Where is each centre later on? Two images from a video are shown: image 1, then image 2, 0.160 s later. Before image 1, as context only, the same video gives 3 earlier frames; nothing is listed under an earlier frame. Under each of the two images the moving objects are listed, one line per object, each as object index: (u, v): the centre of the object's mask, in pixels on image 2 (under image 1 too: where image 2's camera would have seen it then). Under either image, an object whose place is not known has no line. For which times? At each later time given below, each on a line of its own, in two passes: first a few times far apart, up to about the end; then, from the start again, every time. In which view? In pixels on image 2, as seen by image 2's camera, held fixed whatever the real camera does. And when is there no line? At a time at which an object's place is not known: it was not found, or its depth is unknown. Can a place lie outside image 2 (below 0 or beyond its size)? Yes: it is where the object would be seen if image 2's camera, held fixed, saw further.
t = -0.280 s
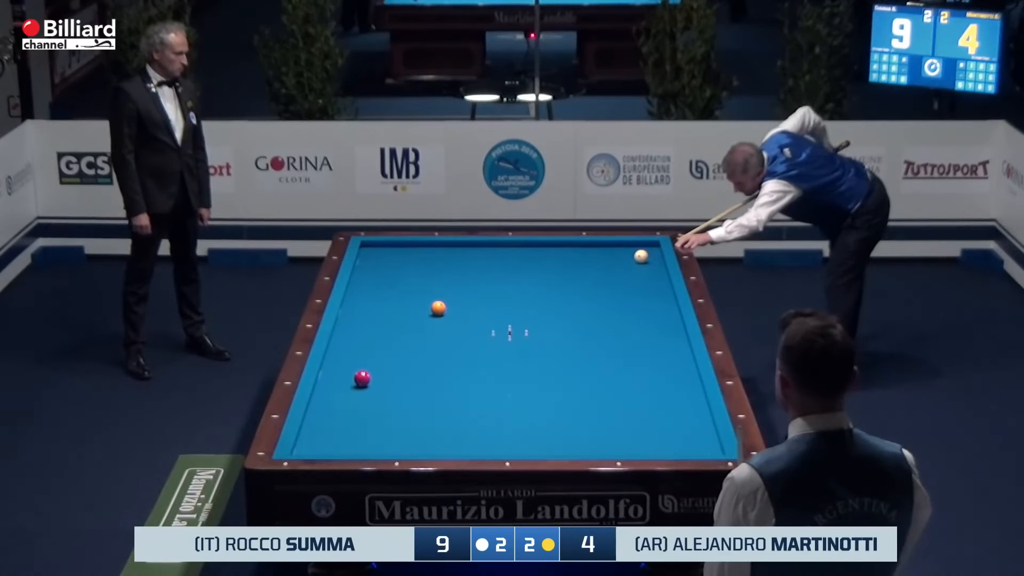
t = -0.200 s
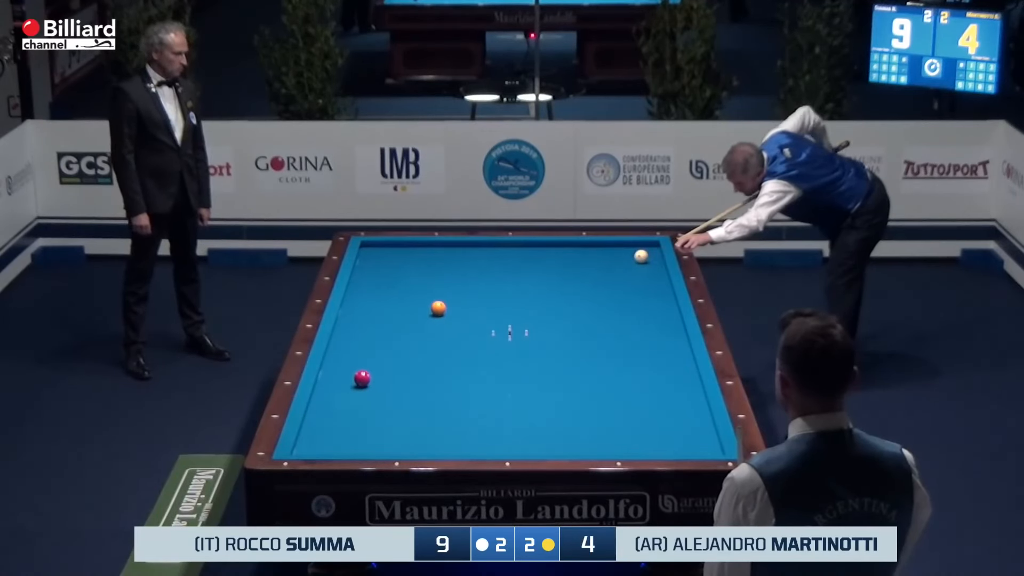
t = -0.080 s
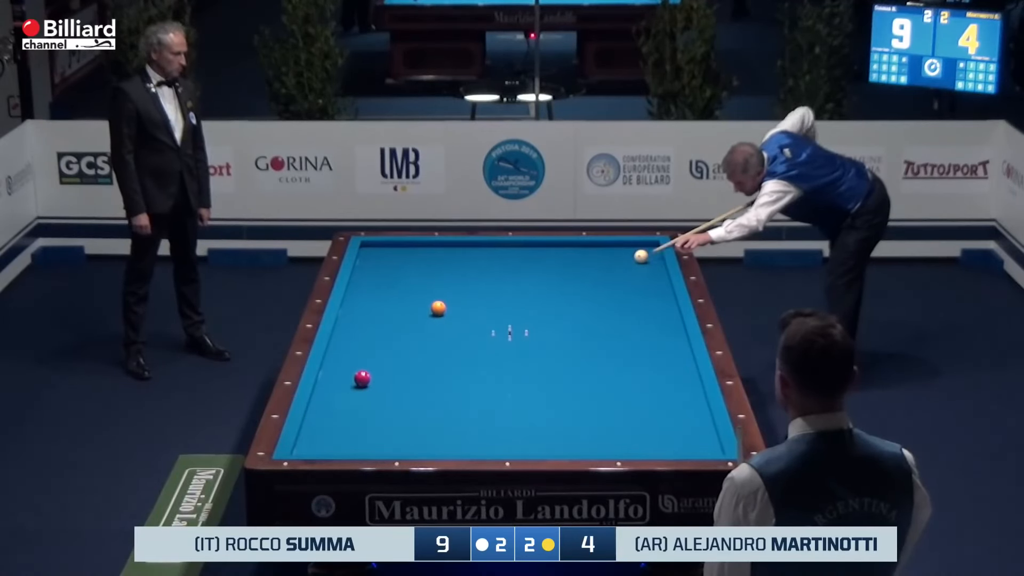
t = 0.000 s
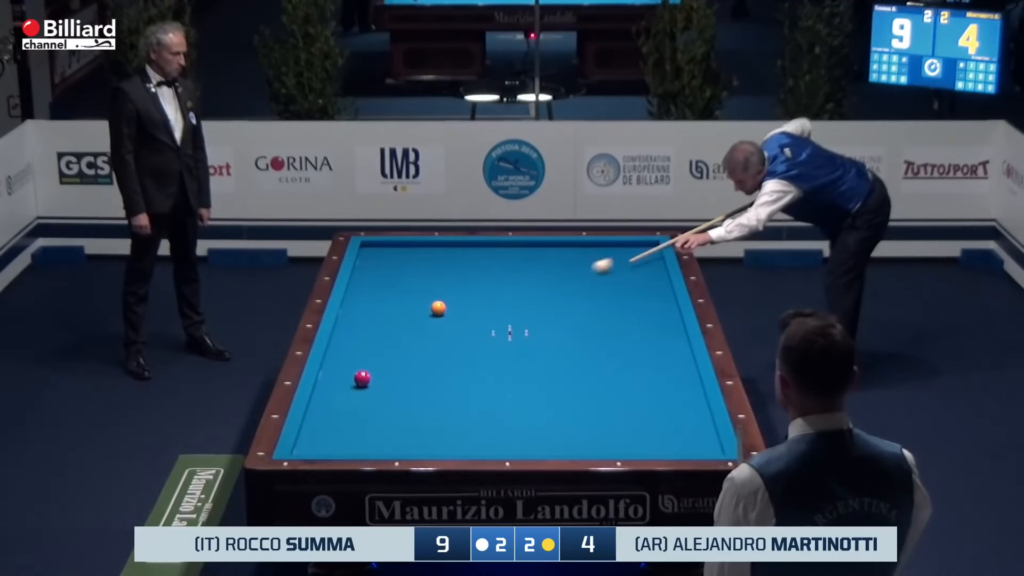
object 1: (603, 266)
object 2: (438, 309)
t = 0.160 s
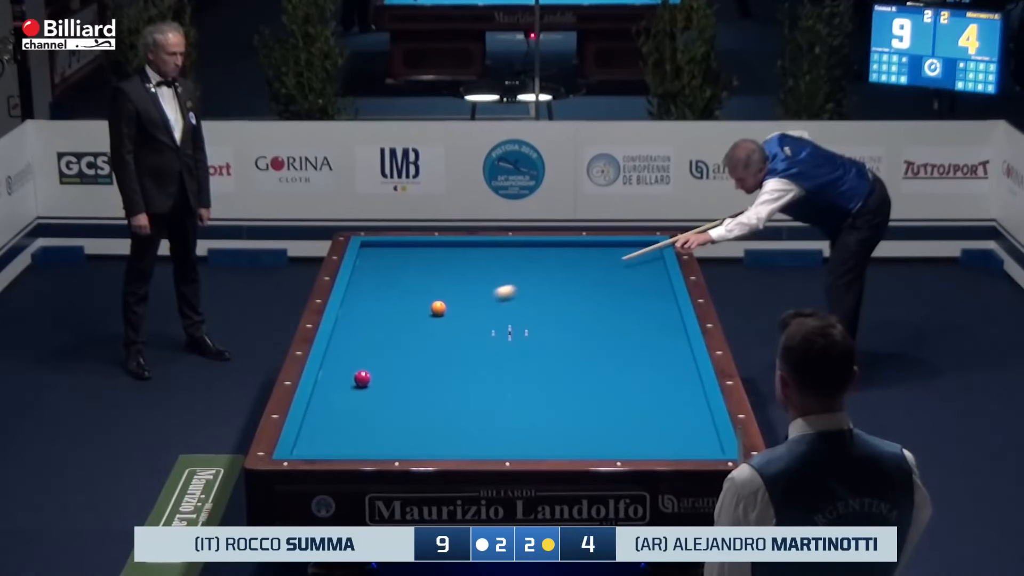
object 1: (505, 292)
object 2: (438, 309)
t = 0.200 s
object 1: (480, 299)
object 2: (438, 309)
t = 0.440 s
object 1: (466, 328)
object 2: (374, 319)
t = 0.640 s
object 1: (471, 349)
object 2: (474, 325)
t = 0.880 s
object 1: (477, 377)
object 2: (576, 330)
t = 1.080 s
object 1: (483, 403)
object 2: (657, 335)
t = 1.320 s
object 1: (489, 435)
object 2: (626, 336)
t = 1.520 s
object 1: (504, 447)
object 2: (576, 336)
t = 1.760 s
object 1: (539, 426)
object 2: (525, 337)
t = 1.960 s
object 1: (566, 412)
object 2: (483, 337)
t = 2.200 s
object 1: (596, 397)
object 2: (434, 338)
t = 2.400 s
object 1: (620, 384)
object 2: (393, 338)
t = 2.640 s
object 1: (647, 370)
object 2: (345, 339)
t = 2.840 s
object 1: (668, 360)
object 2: (358, 339)
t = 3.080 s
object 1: (678, 347)
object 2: (385, 339)
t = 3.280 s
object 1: (663, 337)
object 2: (407, 339)
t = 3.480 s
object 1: (648, 328)
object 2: (428, 339)
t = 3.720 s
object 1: (631, 317)
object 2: (454, 340)
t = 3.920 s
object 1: (617, 309)
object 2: (474, 340)
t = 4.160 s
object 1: (602, 299)
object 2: (498, 340)
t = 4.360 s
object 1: (589, 291)
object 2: (519, 340)
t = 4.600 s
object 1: (575, 283)
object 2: (541, 340)
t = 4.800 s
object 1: (564, 276)
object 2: (560, 340)
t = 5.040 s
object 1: (551, 268)
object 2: (582, 340)
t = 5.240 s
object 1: (541, 261)
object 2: (600, 340)
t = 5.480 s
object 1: (530, 254)
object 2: (620, 340)
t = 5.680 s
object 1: (520, 248)
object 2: (637, 340)
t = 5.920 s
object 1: (509, 244)
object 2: (657, 340)
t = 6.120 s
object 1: (497, 247)
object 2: (672, 339)
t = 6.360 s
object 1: (483, 251)
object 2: (677, 339)
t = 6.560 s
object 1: (472, 255)
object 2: (668, 339)
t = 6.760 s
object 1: (460, 258)
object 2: (660, 339)
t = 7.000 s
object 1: (447, 261)
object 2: (651, 339)
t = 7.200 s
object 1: (436, 264)
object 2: (643, 340)
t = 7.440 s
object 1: (423, 268)
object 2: (635, 340)
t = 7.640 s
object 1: (413, 271)
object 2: (629, 339)
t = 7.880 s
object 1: (400, 275)
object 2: (622, 339)
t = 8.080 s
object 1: (390, 277)
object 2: (617, 340)
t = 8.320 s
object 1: (378, 281)
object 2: (611, 340)
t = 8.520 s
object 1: (368, 284)
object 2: (606, 340)
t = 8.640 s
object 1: (362, 285)
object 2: (603, 340)
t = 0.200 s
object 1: (480, 299)
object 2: (438, 309)
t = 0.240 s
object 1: (456, 306)
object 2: (437, 309)
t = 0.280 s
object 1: (456, 311)
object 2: (411, 311)
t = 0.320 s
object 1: (459, 315)
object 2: (383, 313)
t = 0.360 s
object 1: (462, 319)
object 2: (354, 316)
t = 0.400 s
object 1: (464, 323)
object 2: (353, 318)
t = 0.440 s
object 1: (466, 328)
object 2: (374, 319)
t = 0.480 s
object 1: (468, 332)
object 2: (395, 320)
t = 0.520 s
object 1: (469, 336)
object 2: (416, 322)
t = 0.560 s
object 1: (469, 340)
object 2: (436, 323)
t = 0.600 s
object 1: (470, 345)
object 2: (455, 324)
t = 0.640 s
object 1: (471, 349)
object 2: (474, 325)
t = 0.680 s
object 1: (472, 354)
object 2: (492, 325)
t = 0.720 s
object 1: (473, 358)
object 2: (510, 326)
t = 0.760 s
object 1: (474, 363)
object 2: (527, 328)
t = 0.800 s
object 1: (475, 368)
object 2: (544, 329)
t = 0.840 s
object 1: (476, 373)
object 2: (560, 329)
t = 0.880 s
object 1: (477, 377)
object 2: (576, 330)
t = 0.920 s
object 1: (478, 382)
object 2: (592, 331)
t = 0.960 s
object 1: (479, 387)
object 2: (608, 332)
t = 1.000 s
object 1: (480, 392)
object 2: (625, 333)
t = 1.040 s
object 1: (481, 397)
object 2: (641, 334)
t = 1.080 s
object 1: (483, 403)
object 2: (657, 335)
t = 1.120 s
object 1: (484, 408)
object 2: (673, 335)
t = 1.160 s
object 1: (485, 413)
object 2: (676, 336)
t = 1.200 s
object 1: (486, 418)
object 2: (663, 336)
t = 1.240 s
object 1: (487, 424)
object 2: (650, 336)
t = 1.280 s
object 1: (488, 430)
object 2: (638, 336)
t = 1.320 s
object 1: (489, 435)
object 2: (626, 336)
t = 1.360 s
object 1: (490, 441)
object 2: (615, 336)
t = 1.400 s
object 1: (492, 446)
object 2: (604, 336)
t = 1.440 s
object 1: (493, 449)
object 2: (594, 336)
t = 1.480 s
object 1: (497, 450)
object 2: (585, 336)
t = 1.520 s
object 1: (504, 447)
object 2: (576, 336)
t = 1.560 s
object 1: (510, 444)
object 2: (568, 337)
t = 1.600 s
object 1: (516, 440)
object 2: (559, 337)
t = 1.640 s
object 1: (522, 436)
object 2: (551, 337)
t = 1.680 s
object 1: (528, 432)
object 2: (542, 337)
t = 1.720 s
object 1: (534, 429)
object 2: (534, 337)
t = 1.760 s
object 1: (539, 426)
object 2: (525, 337)
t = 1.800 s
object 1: (545, 423)
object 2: (517, 337)
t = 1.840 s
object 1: (550, 420)
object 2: (509, 337)
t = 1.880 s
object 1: (556, 418)
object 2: (500, 337)
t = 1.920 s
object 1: (561, 415)
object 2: (492, 337)
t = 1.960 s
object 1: (566, 412)
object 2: (483, 337)
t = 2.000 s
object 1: (571, 410)
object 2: (475, 337)
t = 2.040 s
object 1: (576, 407)
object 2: (467, 338)
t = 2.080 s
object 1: (581, 404)
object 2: (459, 338)
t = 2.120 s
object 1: (586, 402)
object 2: (451, 338)
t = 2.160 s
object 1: (591, 399)
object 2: (442, 338)
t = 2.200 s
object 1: (596, 397)
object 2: (434, 338)
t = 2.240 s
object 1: (601, 394)
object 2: (426, 338)
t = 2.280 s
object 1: (606, 392)
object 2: (418, 338)
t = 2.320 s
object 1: (610, 389)
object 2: (409, 338)
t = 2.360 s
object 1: (615, 387)
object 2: (401, 338)
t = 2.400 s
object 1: (620, 384)
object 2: (393, 338)
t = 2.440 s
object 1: (624, 382)
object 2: (385, 338)
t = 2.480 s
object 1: (629, 380)
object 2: (377, 338)
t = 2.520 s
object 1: (634, 377)
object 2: (369, 339)
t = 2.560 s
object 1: (638, 375)
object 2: (361, 339)
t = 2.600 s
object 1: (642, 373)
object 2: (353, 339)
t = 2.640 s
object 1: (647, 370)
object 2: (345, 339)
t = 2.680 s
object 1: (651, 368)
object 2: (337, 339)
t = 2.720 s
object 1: (655, 366)
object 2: (341, 339)
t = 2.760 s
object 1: (660, 364)
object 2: (348, 339)
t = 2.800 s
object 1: (664, 362)
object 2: (353, 339)
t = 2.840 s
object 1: (668, 360)
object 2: (358, 339)
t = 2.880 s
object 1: (672, 358)
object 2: (362, 339)
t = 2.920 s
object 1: (676, 355)
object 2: (367, 339)
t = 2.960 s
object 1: (681, 353)
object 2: (372, 339)
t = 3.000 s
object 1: (684, 351)
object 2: (376, 339)
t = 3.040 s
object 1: (683, 349)
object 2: (380, 339)
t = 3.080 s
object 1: (678, 347)
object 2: (385, 339)
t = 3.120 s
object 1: (675, 345)
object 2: (389, 339)
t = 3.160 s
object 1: (672, 343)
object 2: (394, 339)
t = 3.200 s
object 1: (669, 341)
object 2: (398, 339)
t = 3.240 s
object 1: (666, 339)
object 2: (403, 339)
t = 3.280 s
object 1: (663, 337)
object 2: (407, 339)
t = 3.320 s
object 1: (660, 335)
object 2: (411, 339)
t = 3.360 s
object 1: (656, 334)
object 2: (416, 339)
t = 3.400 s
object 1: (654, 332)
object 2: (420, 339)
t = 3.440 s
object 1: (651, 330)
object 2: (424, 339)
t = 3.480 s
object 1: (648, 328)
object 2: (428, 339)
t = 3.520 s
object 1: (645, 326)
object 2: (433, 339)
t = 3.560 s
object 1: (642, 324)
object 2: (437, 339)
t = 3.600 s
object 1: (639, 323)
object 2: (441, 339)
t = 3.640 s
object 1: (636, 321)
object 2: (445, 340)
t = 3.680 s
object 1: (633, 319)
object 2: (450, 340)
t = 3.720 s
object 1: (631, 317)
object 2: (454, 340)
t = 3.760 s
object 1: (628, 316)
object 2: (458, 340)
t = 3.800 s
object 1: (625, 314)
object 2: (462, 340)
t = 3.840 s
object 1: (623, 312)
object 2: (466, 340)
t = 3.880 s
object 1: (620, 310)
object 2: (470, 340)
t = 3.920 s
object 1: (617, 309)
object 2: (474, 340)
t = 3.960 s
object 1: (614, 307)
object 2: (478, 340)
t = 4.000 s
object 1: (612, 306)
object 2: (482, 340)
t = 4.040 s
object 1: (609, 304)
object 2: (487, 340)
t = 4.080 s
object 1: (607, 302)
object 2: (491, 340)
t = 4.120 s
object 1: (604, 301)
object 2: (495, 340)
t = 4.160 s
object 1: (602, 299)
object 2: (498, 340)
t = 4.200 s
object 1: (599, 297)
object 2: (503, 340)
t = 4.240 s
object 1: (597, 296)
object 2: (506, 340)
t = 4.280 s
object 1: (594, 294)
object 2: (511, 340)
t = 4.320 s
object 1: (592, 293)
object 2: (515, 340)
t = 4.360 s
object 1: (589, 291)
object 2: (519, 340)
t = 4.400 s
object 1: (587, 290)
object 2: (522, 340)
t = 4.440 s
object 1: (585, 288)
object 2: (526, 340)
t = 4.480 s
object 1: (582, 287)
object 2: (530, 340)
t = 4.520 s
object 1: (580, 286)
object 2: (534, 340)
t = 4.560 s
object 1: (577, 284)
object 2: (538, 340)
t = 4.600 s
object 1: (575, 283)
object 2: (541, 340)
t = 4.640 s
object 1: (573, 281)
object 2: (545, 340)
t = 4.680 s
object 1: (571, 280)
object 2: (549, 340)
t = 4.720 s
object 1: (568, 278)
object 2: (553, 340)
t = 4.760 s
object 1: (566, 277)
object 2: (556, 340)
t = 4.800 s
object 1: (564, 276)
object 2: (560, 340)
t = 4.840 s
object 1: (562, 274)
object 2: (564, 340)
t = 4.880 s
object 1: (560, 273)
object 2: (568, 340)
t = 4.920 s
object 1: (558, 272)
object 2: (571, 340)
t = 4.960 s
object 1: (556, 270)
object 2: (575, 340)
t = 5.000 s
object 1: (553, 269)
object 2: (578, 340)
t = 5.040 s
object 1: (551, 268)
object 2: (582, 340)
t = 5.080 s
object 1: (549, 266)
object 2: (586, 340)
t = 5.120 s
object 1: (547, 265)
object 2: (589, 340)
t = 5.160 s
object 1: (545, 264)
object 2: (593, 340)
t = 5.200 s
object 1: (543, 263)
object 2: (596, 340)
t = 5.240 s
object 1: (541, 261)
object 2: (600, 340)
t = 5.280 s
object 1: (539, 260)
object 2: (603, 340)
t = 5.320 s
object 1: (537, 259)
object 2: (607, 340)
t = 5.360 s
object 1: (535, 258)
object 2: (610, 340)
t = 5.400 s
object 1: (534, 256)
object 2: (614, 340)
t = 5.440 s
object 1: (532, 255)
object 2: (617, 340)
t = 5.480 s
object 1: (530, 254)
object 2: (620, 340)
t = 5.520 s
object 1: (528, 253)
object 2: (624, 340)
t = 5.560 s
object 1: (526, 252)
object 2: (627, 340)
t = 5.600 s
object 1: (524, 250)
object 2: (631, 340)
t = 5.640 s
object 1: (522, 249)
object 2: (634, 340)
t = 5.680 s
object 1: (520, 248)
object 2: (637, 340)
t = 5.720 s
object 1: (518, 247)
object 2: (640, 340)
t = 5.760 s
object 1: (517, 246)
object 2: (644, 340)
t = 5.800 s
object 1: (515, 245)
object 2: (647, 340)
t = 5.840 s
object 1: (513, 244)
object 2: (650, 340)
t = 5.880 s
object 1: (511, 243)
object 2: (653, 340)
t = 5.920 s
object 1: (509, 244)
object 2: (657, 340)
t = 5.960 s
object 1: (506, 245)
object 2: (660, 340)
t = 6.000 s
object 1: (504, 246)
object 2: (663, 340)
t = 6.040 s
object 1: (502, 246)
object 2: (666, 339)
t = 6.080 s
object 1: (499, 247)
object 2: (669, 339)
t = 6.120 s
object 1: (497, 247)
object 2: (672, 339)
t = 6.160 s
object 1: (495, 248)
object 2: (675, 339)
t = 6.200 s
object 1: (492, 249)
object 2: (678, 339)
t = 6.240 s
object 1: (490, 249)
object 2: (681, 339)
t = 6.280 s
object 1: (488, 250)
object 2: (680, 339)
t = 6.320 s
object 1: (485, 251)
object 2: (678, 339)
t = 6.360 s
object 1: (483, 251)
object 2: (677, 339)
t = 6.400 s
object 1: (481, 252)
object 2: (675, 339)
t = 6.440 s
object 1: (479, 253)
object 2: (673, 339)
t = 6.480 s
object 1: (476, 253)
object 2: (671, 339)
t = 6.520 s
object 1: (474, 254)
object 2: (670, 339)
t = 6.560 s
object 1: (472, 255)
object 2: (668, 339)
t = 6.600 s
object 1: (469, 255)
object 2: (667, 339)
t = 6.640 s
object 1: (467, 256)
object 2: (665, 339)
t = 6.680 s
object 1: (465, 256)
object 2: (663, 339)
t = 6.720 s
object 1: (463, 257)
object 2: (662, 339)
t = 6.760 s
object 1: (460, 258)
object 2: (660, 339)
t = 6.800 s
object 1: (458, 258)
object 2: (658, 339)
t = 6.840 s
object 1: (456, 259)
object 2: (657, 339)
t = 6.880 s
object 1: (454, 259)
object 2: (655, 339)
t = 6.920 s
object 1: (452, 260)
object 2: (654, 339)
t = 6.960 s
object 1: (449, 261)
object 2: (652, 339)
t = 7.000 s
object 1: (447, 261)
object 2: (651, 339)
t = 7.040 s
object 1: (445, 262)
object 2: (649, 339)
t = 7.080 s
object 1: (443, 262)
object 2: (648, 339)
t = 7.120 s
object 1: (441, 263)
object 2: (646, 339)
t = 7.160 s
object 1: (439, 264)
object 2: (645, 339)
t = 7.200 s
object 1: (436, 264)
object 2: (643, 340)
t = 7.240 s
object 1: (434, 265)
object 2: (642, 340)
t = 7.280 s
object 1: (432, 266)
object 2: (641, 340)
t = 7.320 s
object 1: (430, 266)
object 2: (639, 340)
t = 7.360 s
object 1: (428, 267)
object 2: (638, 340)
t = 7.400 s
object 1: (425, 267)
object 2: (637, 340)
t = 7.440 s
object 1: (423, 268)
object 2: (635, 340)
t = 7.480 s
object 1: (421, 269)
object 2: (634, 339)
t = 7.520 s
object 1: (419, 269)
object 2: (633, 340)
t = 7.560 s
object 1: (417, 270)
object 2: (632, 340)
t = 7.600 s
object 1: (415, 271)
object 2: (630, 339)
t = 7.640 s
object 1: (413, 271)
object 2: (629, 339)
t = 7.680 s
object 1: (411, 272)
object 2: (628, 340)
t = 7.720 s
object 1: (408, 272)
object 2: (627, 339)
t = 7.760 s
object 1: (406, 273)
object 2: (626, 340)
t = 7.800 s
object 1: (404, 273)
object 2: (624, 340)
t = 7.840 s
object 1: (402, 274)
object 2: (623, 339)
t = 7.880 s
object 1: (400, 275)
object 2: (622, 339)
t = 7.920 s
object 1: (398, 275)
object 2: (621, 339)
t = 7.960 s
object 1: (396, 276)
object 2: (620, 339)
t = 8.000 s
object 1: (394, 276)
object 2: (619, 339)
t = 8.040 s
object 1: (392, 277)
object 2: (618, 339)
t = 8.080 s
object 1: (390, 277)
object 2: (617, 340)
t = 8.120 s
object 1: (388, 278)
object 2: (616, 339)
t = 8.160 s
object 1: (386, 278)
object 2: (615, 339)
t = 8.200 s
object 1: (384, 279)
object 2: (614, 339)
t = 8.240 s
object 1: (382, 280)
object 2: (612, 339)
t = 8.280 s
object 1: (380, 280)
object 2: (612, 339)
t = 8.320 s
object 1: (378, 281)
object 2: (611, 340)
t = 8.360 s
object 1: (376, 281)
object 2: (610, 339)
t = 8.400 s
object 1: (374, 282)
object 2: (609, 339)
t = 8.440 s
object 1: (372, 282)
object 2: (608, 339)
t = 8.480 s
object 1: (370, 283)
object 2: (607, 340)
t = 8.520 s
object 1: (368, 284)
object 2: (606, 340)
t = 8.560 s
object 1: (366, 284)
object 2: (605, 340)
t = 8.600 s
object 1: (364, 285)
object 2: (604, 340)
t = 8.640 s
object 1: (362, 285)
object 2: (603, 340)
